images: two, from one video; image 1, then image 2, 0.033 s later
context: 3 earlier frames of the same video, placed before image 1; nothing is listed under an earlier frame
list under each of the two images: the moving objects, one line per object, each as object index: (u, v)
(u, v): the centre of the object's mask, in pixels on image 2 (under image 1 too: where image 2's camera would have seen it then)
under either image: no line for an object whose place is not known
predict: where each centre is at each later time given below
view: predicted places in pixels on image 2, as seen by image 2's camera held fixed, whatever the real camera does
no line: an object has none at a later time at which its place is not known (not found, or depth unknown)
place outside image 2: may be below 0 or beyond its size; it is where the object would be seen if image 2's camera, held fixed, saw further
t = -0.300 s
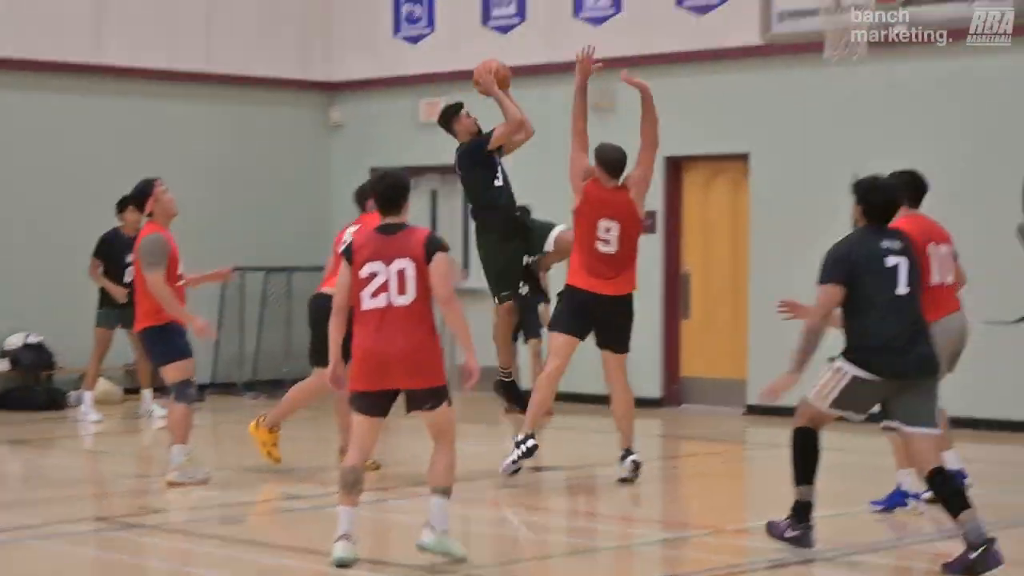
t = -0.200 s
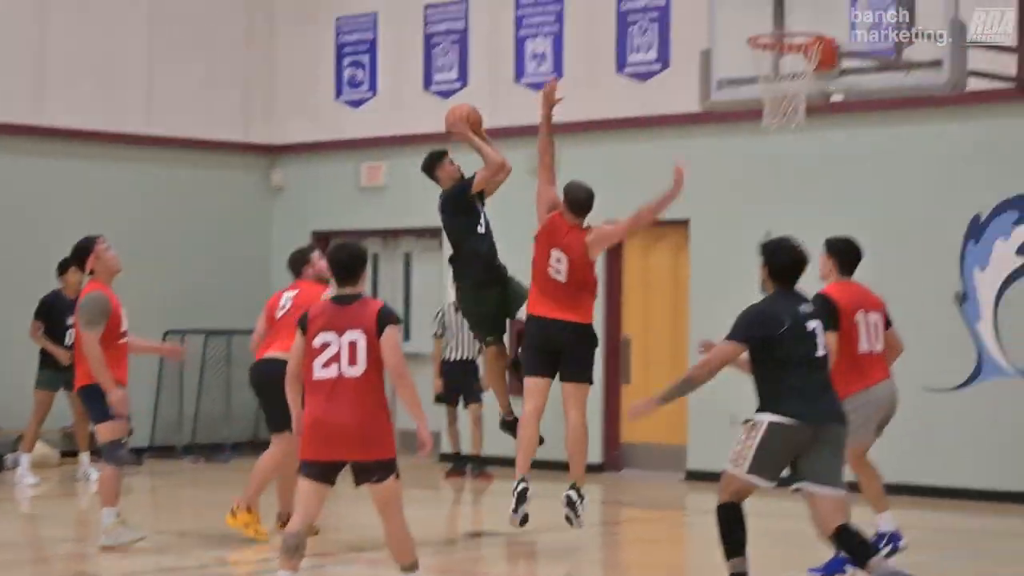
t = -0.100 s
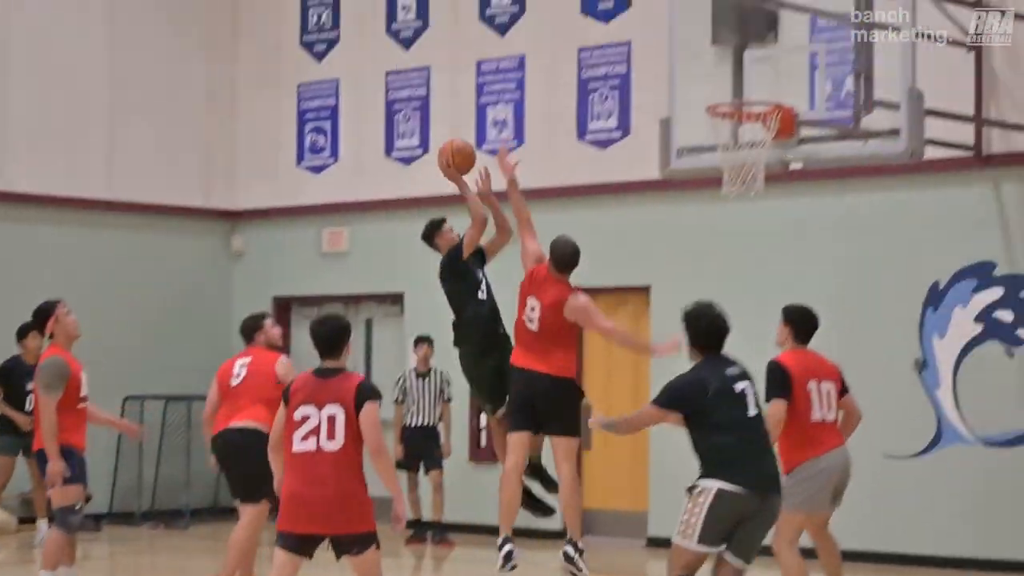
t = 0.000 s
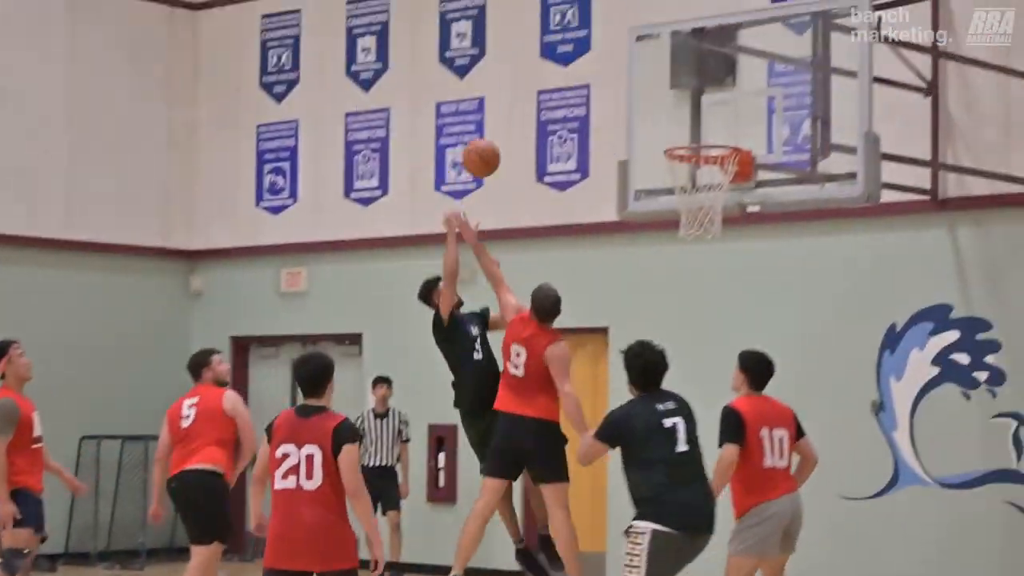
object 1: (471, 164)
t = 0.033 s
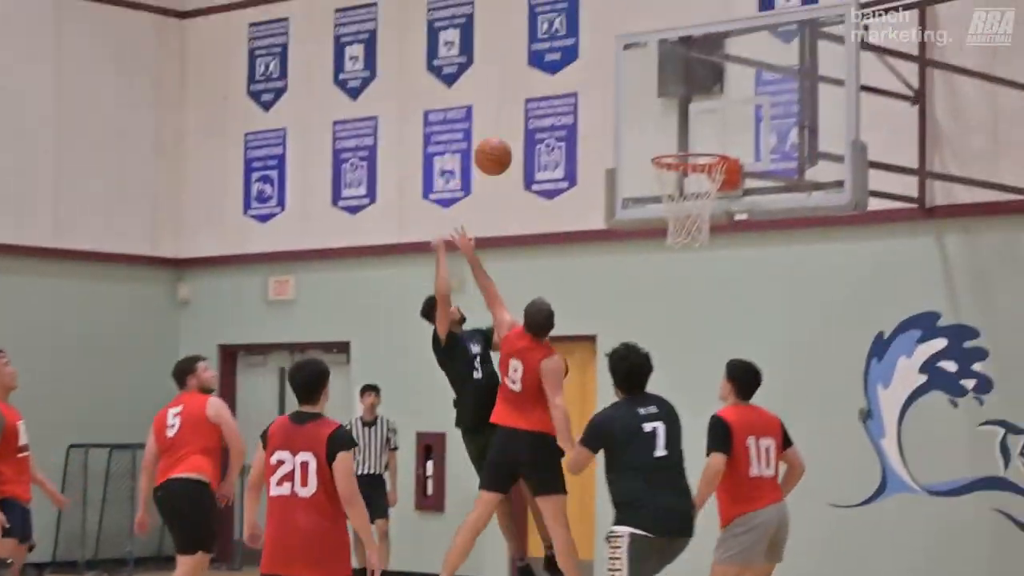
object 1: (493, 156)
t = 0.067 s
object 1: (514, 149)
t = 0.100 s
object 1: (534, 144)
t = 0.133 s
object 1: (555, 139)
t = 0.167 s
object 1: (576, 136)
